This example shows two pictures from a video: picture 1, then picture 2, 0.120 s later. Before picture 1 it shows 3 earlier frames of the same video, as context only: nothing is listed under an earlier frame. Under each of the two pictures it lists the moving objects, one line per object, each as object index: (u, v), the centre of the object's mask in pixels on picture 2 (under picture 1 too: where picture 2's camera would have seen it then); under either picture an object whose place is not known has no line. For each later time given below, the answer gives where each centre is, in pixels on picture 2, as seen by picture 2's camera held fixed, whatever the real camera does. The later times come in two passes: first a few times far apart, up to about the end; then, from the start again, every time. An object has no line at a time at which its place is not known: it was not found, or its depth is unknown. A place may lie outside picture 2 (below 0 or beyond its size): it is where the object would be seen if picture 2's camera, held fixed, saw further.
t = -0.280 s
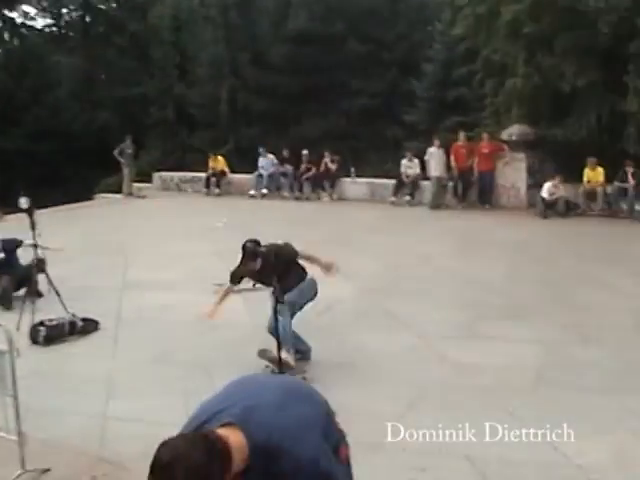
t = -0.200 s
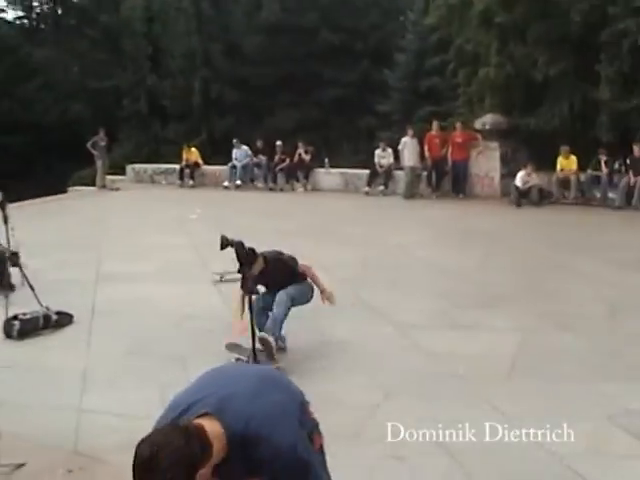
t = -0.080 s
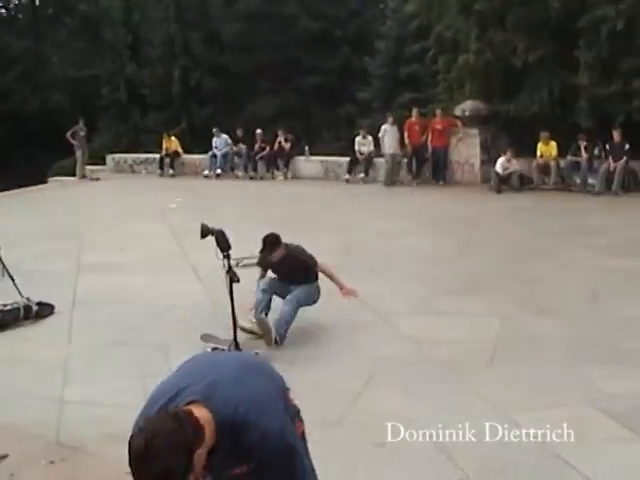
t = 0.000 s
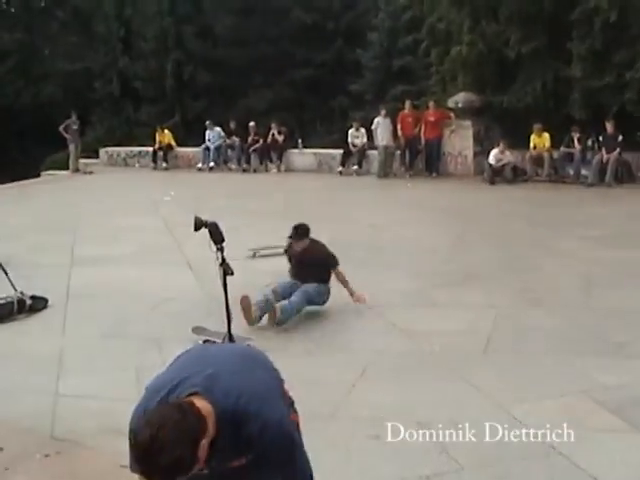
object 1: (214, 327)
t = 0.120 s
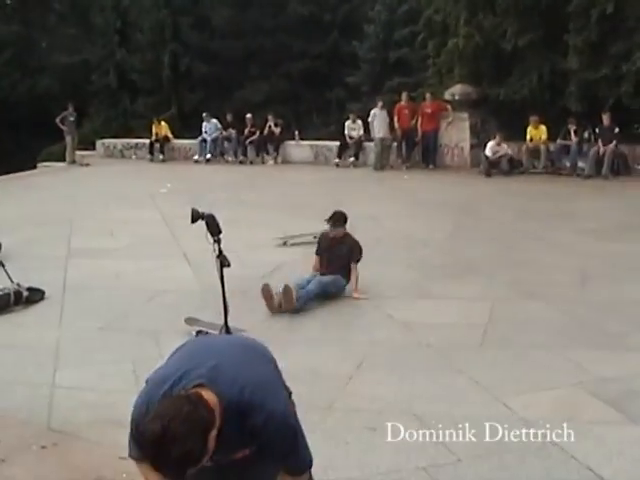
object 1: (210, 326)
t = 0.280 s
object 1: (205, 325)
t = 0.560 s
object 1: (197, 324)
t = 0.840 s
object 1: (191, 323)
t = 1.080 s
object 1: (191, 323)
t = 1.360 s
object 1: (181, 321)
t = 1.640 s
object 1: (176, 320)
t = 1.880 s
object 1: (172, 319)
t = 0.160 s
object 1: (208, 326)
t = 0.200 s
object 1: (207, 326)
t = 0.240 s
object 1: (206, 326)
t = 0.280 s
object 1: (205, 325)
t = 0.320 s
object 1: (203, 326)
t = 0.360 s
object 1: (202, 325)
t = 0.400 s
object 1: (201, 324)
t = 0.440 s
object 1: (199, 325)
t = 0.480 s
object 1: (198, 324)
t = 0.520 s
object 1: (198, 324)
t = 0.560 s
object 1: (197, 324)
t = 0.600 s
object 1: (196, 324)
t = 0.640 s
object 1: (196, 324)
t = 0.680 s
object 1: (196, 324)
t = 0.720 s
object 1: (193, 323)
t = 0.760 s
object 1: (193, 323)
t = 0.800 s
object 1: (192, 323)
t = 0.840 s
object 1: (191, 323)
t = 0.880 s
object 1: (191, 323)
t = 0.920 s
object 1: (190, 323)
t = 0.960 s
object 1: (190, 323)
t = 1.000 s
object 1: (191, 323)
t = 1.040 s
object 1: (190, 323)
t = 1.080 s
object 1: (191, 323)
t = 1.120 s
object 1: (187, 323)
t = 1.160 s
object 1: (186, 323)
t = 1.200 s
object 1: (186, 322)
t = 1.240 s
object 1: (185, 322)
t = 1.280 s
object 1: (183, 322)
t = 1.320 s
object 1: (183, 322)
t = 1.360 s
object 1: (181, 321)
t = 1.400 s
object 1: (181, 321)
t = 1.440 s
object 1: (180, 321)
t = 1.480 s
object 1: (179, 321)
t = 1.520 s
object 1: (178, 321)
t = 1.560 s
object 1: (177, 320)
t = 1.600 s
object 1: (177, 320)
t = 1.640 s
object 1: (176, 320)
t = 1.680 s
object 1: (175, 320)
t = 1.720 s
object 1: (174, 320)
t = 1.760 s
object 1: (174, 319)
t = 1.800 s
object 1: (173, 319)
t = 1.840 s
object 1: (172, 319)
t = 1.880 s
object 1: (172, 319)
